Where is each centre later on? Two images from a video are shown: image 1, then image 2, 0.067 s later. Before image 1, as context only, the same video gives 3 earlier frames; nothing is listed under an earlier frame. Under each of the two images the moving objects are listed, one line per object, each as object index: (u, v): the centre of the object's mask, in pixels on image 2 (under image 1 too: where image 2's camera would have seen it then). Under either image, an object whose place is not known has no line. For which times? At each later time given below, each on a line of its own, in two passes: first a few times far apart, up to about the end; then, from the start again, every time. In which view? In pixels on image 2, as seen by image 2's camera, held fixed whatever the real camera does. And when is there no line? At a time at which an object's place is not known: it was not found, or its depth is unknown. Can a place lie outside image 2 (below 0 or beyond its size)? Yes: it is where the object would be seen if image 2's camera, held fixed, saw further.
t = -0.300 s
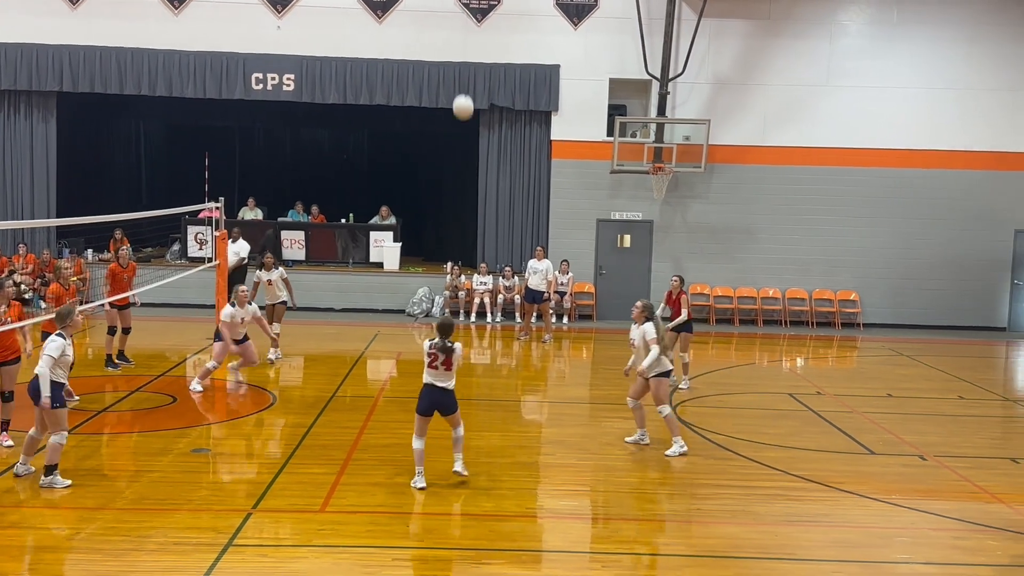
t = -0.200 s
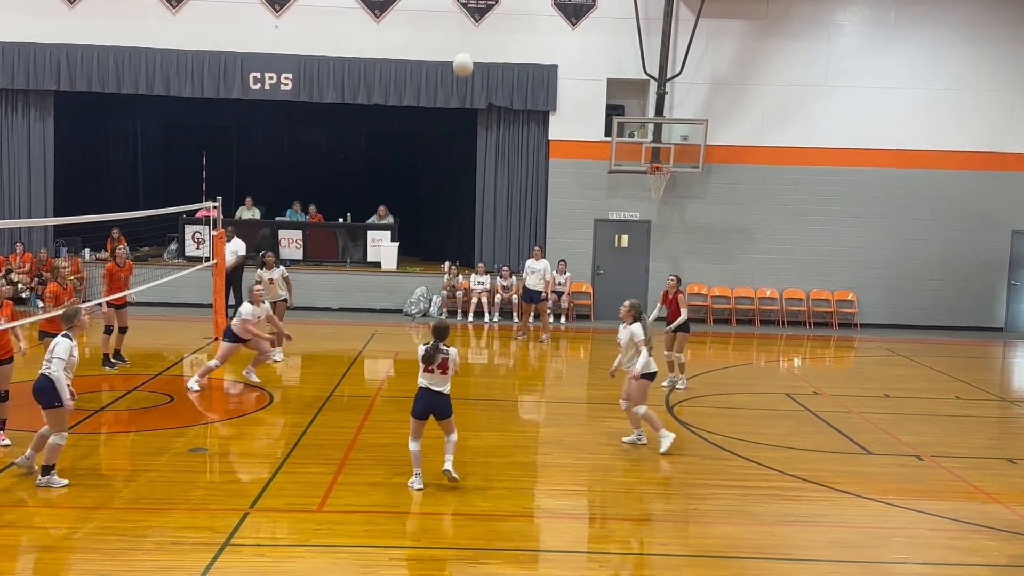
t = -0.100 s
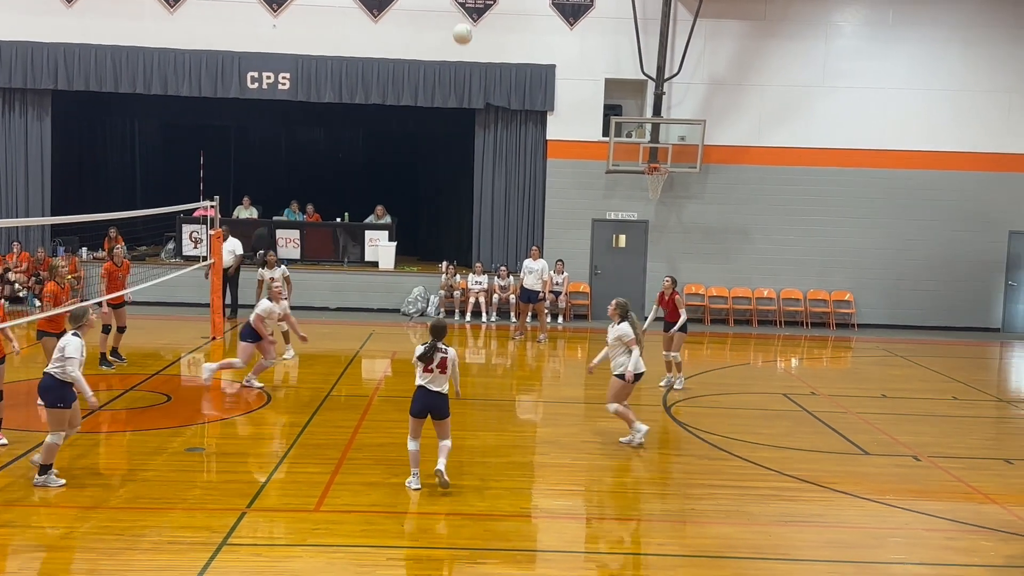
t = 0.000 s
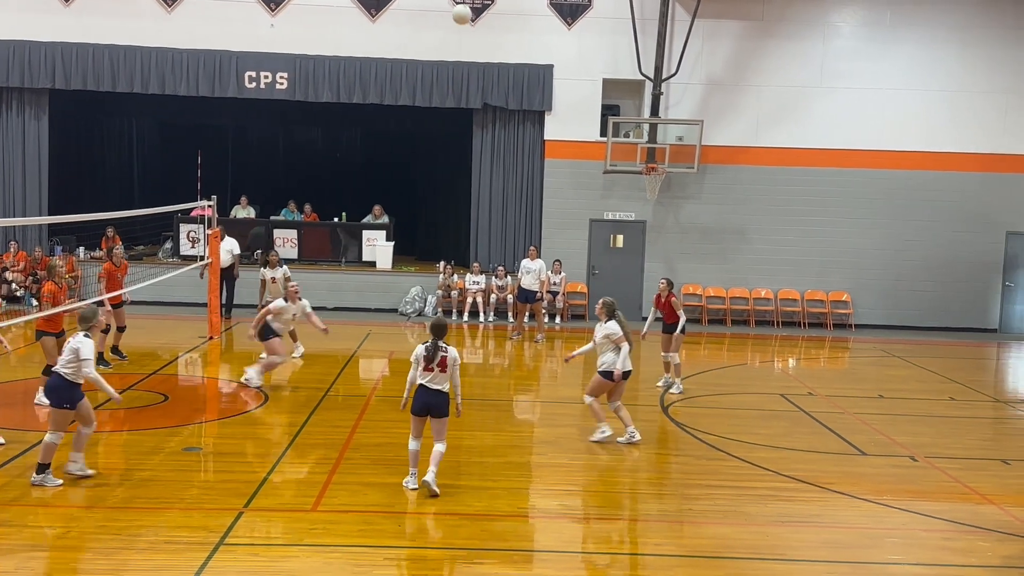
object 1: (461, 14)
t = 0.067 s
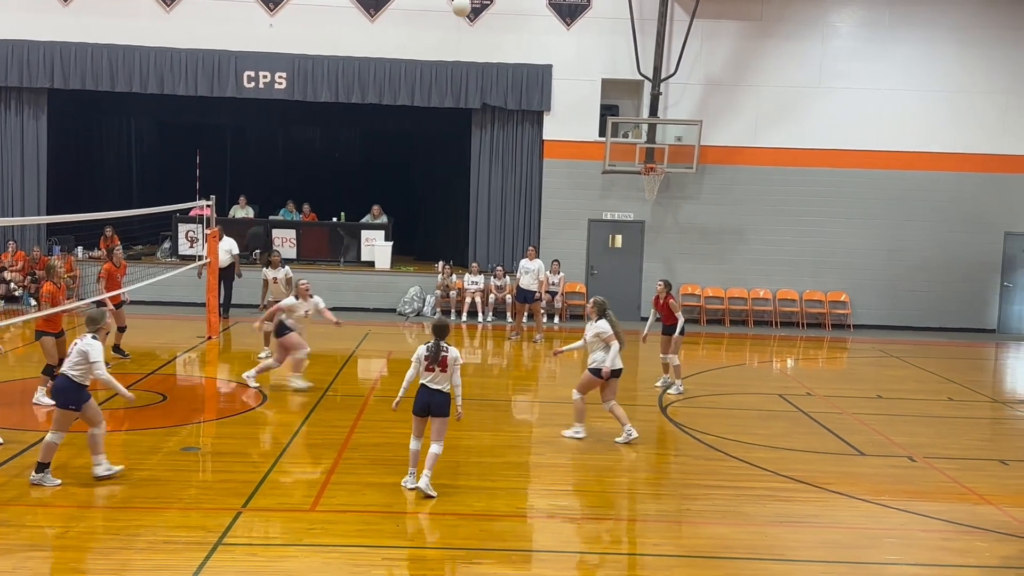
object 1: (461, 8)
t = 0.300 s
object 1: (463, 12)
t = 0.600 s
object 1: (463, 83)
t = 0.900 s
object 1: (460, 210)
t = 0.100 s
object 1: (462, 6)
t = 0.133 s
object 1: (462, 6)
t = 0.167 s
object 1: (462, 6)
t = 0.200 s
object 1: (462, 6)
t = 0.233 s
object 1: (462, 7)
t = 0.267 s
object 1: (463, 9)
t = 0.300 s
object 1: (463, 12)
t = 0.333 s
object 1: (463, 17)
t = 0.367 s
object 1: (463, 22)
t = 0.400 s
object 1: (463, 28)
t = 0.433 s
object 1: (463, 36)
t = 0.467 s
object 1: (463, 44)
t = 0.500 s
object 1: (463, 52)
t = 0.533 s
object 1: (463, 63)
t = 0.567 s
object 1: (463, 73)
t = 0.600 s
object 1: (463, 83)
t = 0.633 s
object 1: (463, 95)
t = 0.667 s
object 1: (463, 108)
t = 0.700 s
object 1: (462, 120)
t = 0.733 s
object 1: (462, 134)
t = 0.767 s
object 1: (462, 148)
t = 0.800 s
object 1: (461, 163)
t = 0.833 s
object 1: (461, 178)
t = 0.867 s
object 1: (460, 194)
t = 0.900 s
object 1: (460, 210)
